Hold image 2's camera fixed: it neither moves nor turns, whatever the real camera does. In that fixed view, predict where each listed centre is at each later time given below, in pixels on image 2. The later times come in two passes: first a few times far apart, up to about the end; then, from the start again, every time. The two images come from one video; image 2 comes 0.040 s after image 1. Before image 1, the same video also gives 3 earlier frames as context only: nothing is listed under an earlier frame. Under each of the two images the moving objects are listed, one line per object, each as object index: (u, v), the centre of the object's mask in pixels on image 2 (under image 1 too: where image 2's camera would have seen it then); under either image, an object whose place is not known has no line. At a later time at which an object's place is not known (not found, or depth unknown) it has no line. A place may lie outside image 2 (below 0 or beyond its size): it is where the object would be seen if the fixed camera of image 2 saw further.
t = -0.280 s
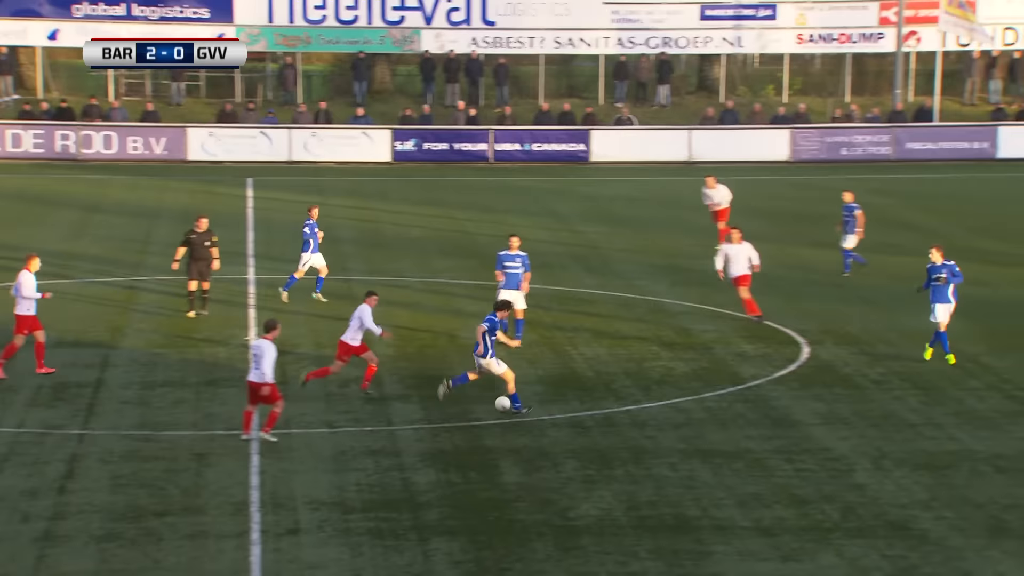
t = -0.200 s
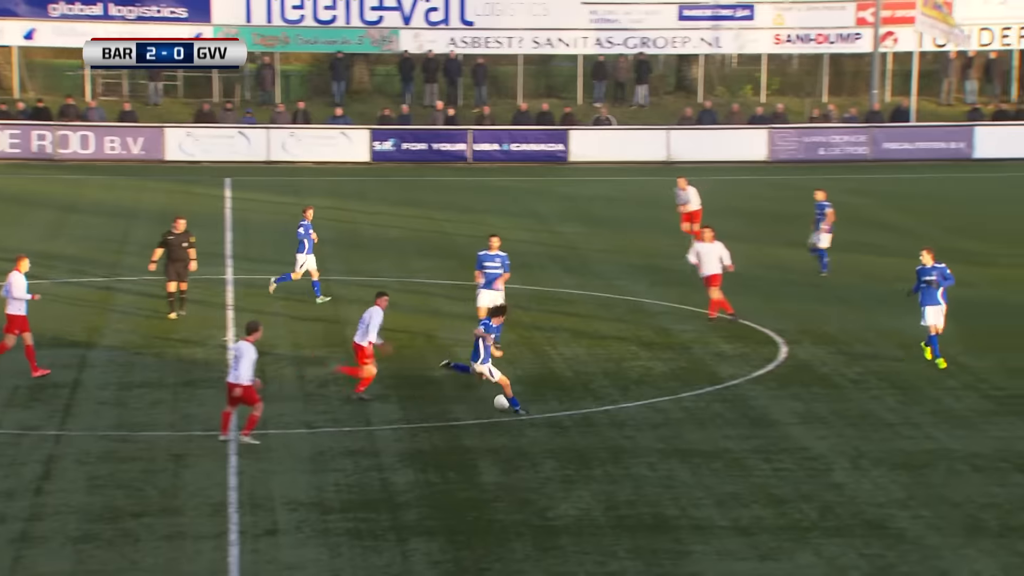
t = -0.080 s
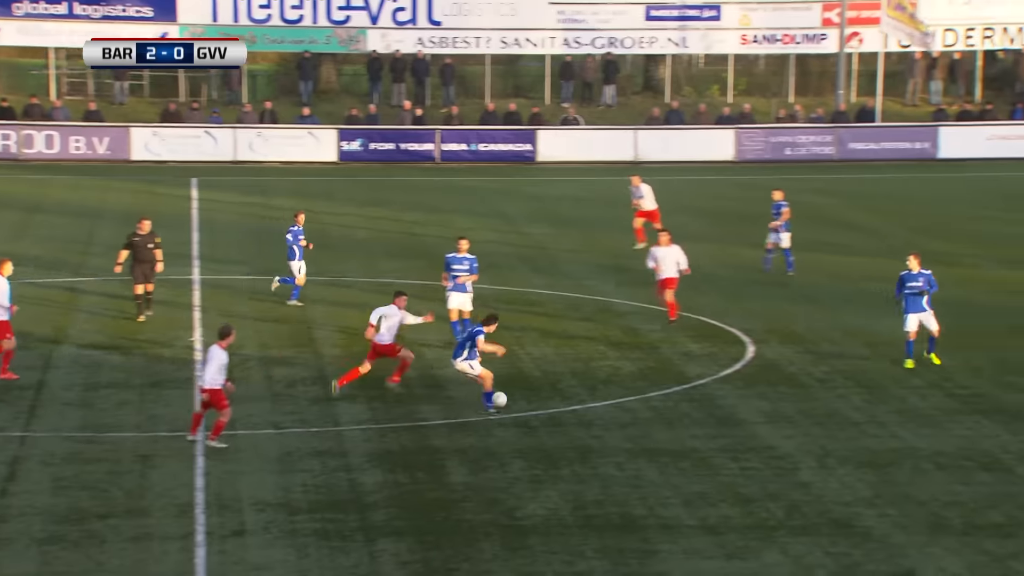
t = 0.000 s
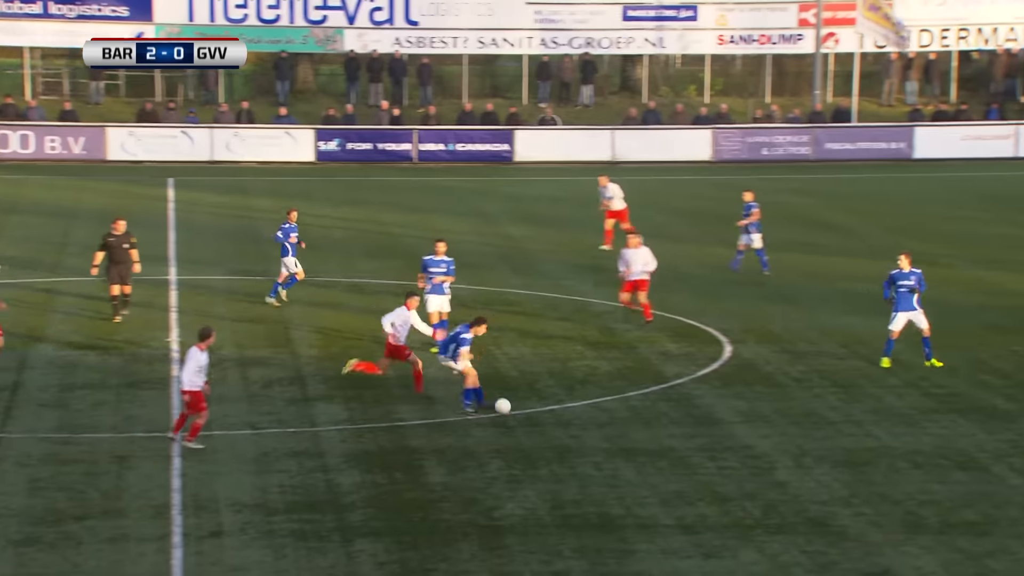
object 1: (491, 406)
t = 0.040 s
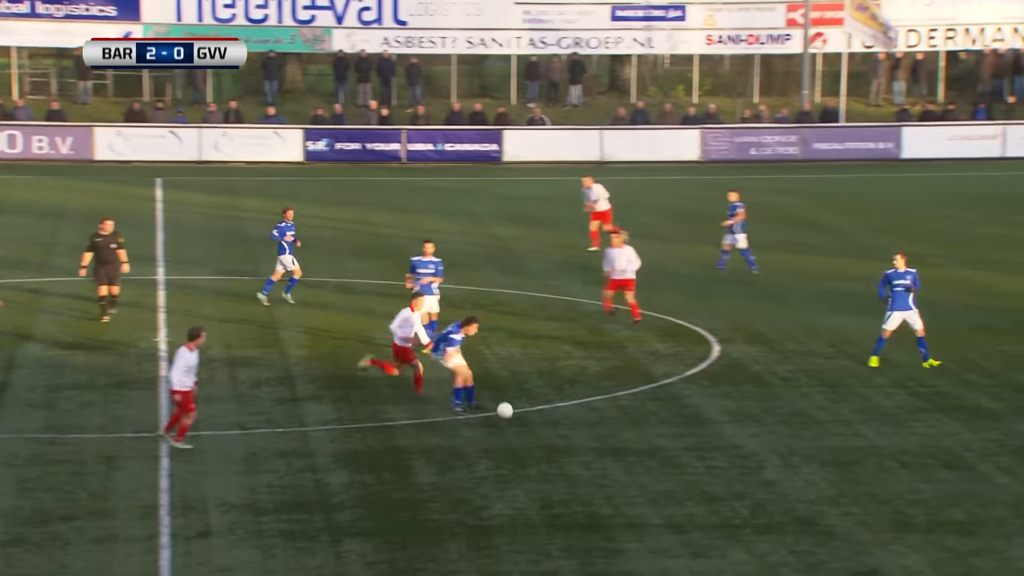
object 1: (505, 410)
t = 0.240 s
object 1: (572, 434)
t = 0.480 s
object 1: (653, 463)
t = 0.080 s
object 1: (518, 416)
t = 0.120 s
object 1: (532, 422)
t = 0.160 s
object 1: (545, 425)
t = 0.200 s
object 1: (559, 429)
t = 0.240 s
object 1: (572, 434)
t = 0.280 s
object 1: (586, 440)
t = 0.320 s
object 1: (599, 445)
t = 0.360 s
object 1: (613, 448)
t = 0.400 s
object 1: (626, 453)
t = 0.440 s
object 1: (640, 459)
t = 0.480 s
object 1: (653, 463)
